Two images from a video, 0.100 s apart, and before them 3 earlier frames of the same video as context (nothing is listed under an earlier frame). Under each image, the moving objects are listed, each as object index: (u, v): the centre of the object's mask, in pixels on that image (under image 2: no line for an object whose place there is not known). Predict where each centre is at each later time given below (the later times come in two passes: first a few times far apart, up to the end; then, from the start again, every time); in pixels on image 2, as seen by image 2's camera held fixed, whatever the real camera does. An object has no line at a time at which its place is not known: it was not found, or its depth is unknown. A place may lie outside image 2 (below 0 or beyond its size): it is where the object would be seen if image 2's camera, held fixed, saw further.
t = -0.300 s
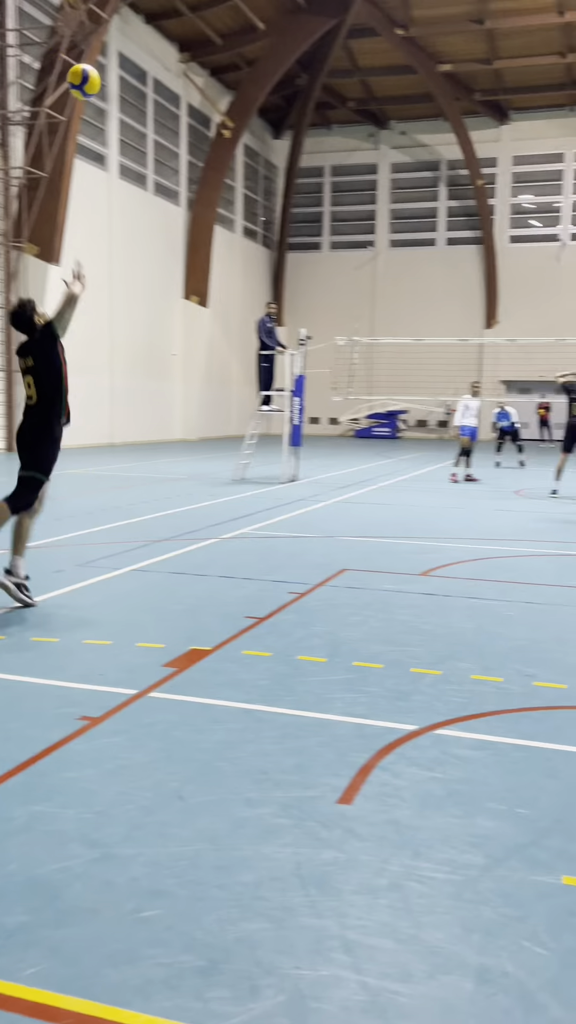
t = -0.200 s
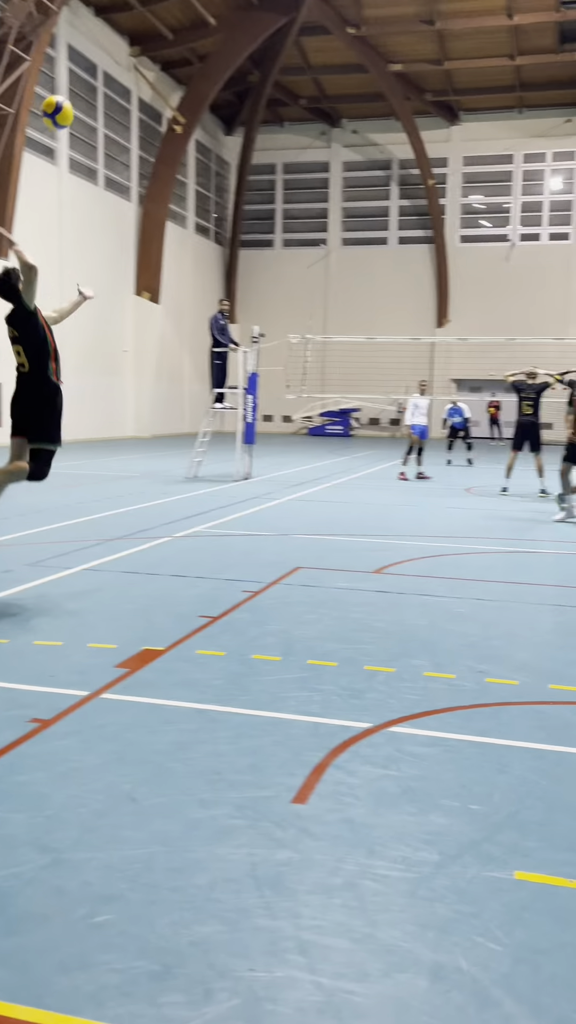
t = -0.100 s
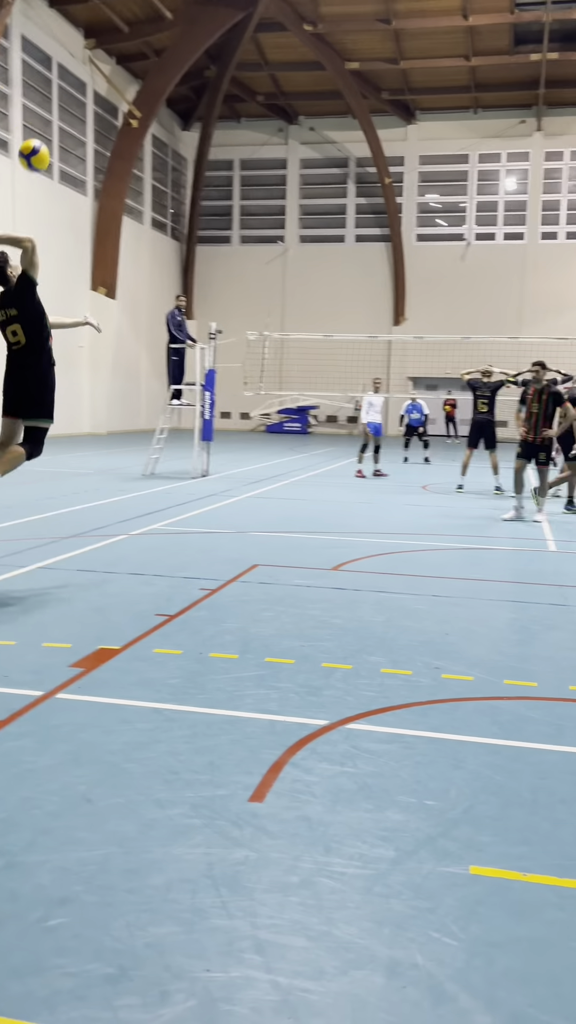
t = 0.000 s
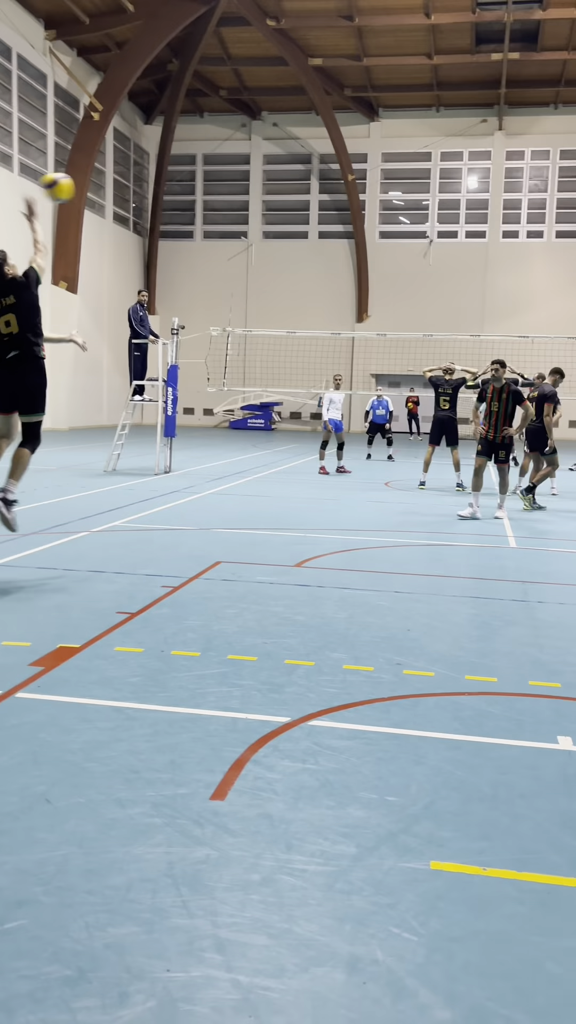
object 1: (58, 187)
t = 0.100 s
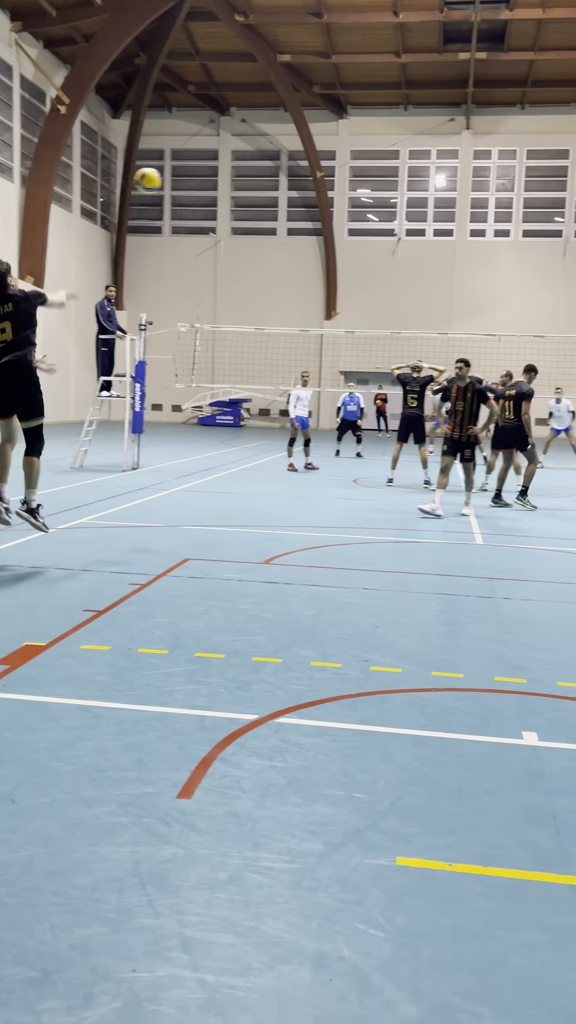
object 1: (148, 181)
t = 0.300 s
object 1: (302, 199)
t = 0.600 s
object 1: (420, 254)
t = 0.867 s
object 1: (476, 323)
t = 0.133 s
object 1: (181, 181)
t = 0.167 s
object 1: (209, 184)
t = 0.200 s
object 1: (237, 187)
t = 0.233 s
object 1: (261, 191)
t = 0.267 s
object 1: (282, 194)
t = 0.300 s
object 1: (302, 199)
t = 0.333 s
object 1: (321, 203)
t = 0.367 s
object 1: (336, 207)
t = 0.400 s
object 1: (352, 213)
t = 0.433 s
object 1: (367, 219)
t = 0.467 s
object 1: (380, 226)
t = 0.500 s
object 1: (391, 232)
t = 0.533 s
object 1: (401, 239)
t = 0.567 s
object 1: (411, 246)
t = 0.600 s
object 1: (420, 254)
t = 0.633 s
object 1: (429, 262)
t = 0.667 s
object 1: (437, 270)
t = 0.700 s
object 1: (444, 279)
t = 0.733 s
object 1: (451, 287)
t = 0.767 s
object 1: (458, 296)
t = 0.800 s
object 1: (464, 305)
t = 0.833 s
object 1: (470, 314)
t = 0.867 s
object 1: (476, 323)
